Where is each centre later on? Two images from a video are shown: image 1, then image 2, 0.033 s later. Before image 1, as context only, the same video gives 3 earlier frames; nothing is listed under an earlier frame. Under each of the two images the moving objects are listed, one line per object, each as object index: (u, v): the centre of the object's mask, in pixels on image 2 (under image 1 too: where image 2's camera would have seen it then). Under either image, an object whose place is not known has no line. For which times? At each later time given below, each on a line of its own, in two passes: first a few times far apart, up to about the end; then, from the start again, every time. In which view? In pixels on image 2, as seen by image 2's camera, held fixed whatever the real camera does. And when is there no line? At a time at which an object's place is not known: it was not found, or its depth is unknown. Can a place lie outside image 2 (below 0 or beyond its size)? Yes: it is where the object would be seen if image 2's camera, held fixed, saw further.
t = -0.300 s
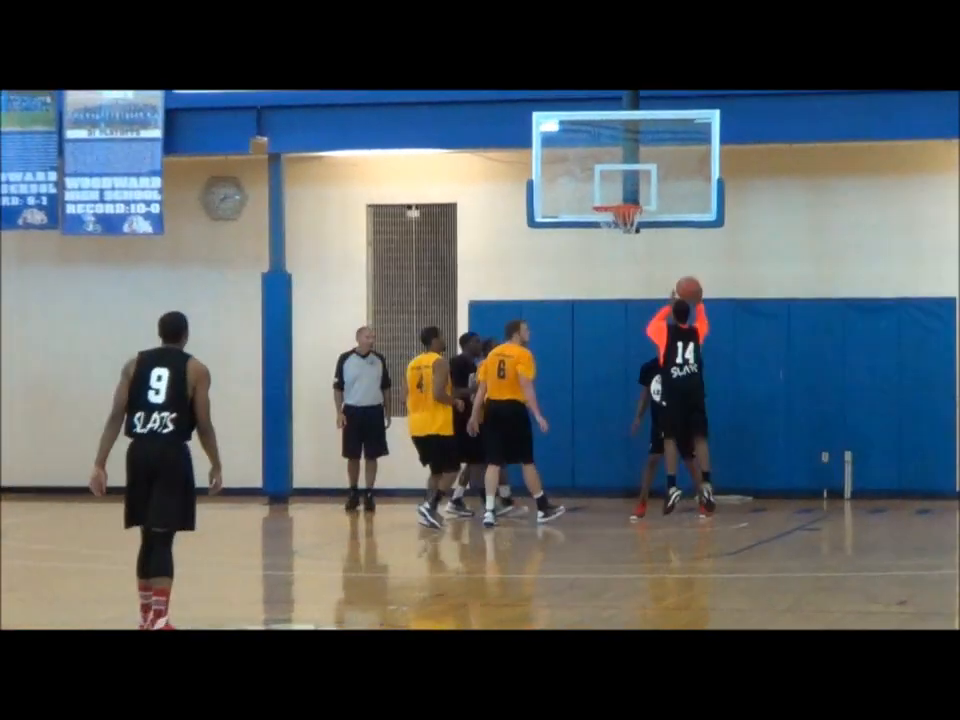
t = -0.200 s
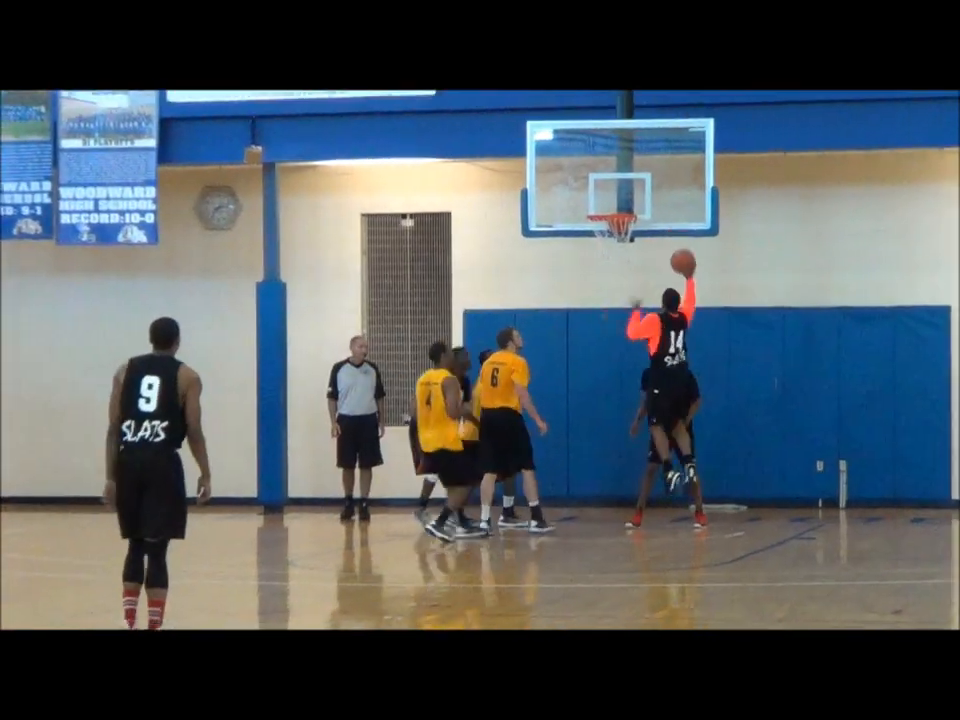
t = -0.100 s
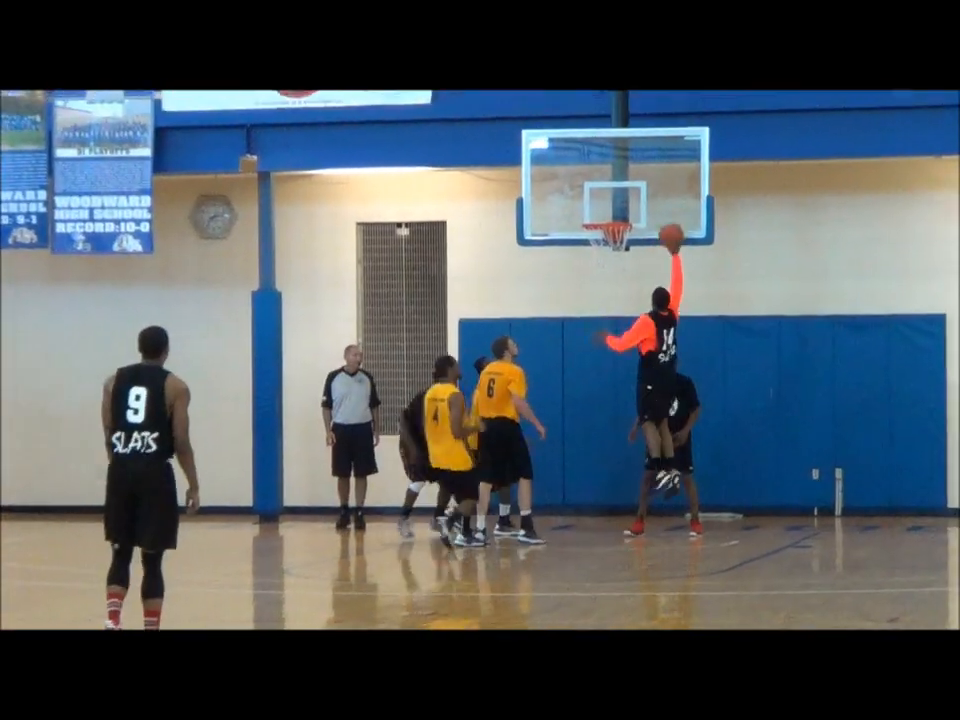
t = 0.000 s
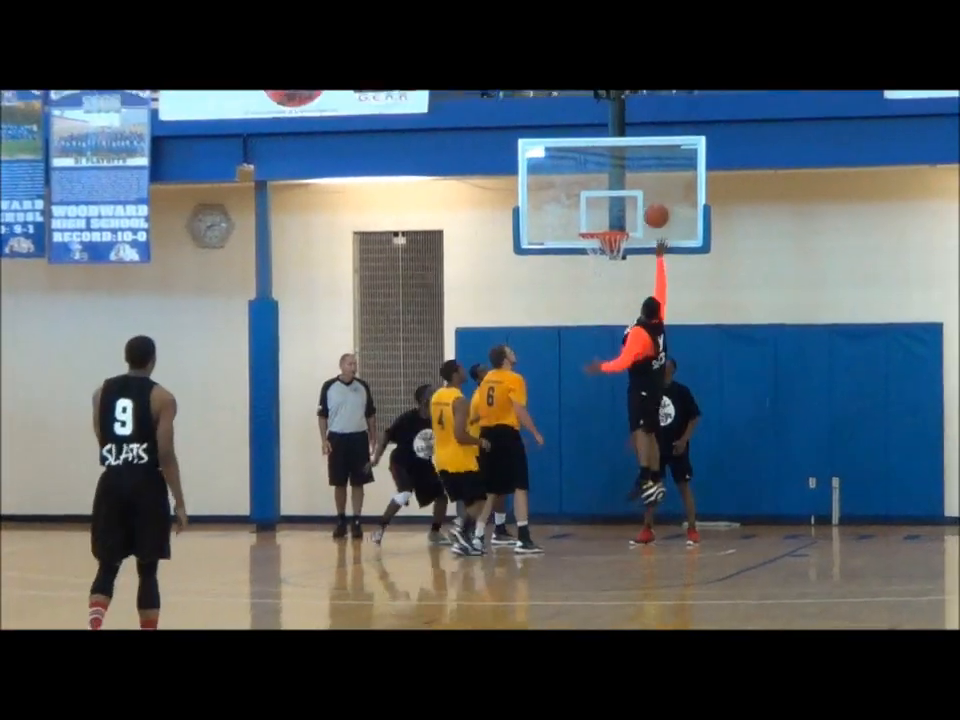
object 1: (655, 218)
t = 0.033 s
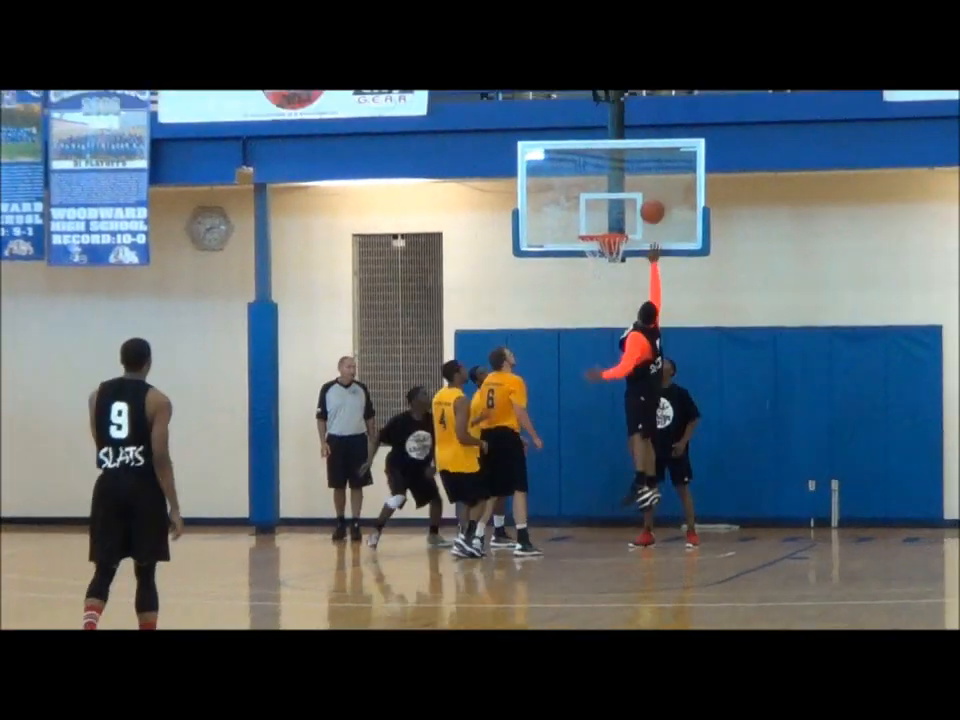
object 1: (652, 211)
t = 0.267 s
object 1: (628, 198)
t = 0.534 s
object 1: (601, 254)
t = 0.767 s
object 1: (591, 326)
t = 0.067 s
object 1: (649, 205)
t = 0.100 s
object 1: (645, 201)
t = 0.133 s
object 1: (641, 197)
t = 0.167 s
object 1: (638, 195)
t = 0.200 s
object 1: (635, 195)
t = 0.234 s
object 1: (632, 195)
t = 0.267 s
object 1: (628, 198)
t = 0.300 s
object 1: (625, 201)
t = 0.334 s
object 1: (621, 205)
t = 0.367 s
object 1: (618, 210)
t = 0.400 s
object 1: (615, 216)
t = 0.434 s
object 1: (612, 223)
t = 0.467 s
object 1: (608, 233)
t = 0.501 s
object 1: (604, 247)
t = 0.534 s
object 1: (601, 254)
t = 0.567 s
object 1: (599, 263)
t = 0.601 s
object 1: (597, 272)
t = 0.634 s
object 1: (596, 281)
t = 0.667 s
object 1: (595, 290)
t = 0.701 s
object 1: (594, 301)
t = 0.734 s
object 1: (592, 313)
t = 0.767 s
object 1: (591, 326)
